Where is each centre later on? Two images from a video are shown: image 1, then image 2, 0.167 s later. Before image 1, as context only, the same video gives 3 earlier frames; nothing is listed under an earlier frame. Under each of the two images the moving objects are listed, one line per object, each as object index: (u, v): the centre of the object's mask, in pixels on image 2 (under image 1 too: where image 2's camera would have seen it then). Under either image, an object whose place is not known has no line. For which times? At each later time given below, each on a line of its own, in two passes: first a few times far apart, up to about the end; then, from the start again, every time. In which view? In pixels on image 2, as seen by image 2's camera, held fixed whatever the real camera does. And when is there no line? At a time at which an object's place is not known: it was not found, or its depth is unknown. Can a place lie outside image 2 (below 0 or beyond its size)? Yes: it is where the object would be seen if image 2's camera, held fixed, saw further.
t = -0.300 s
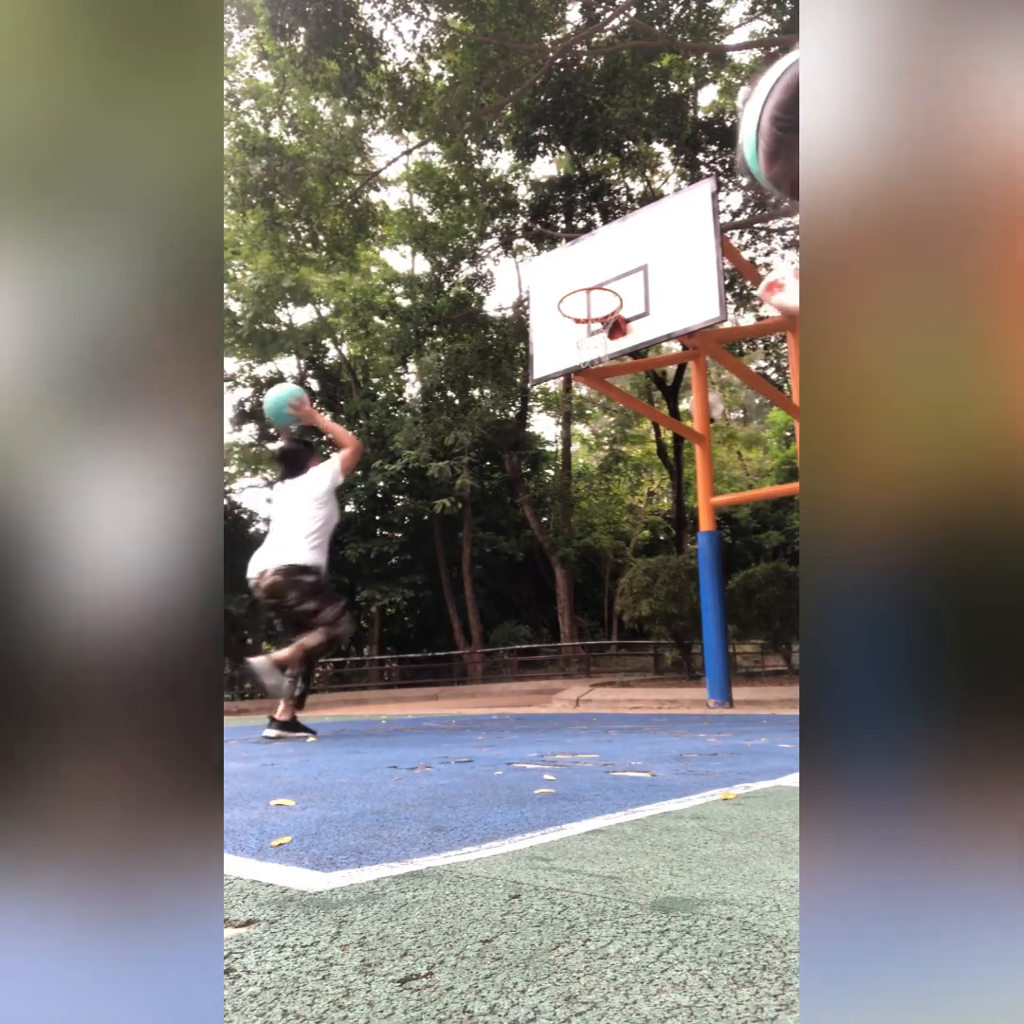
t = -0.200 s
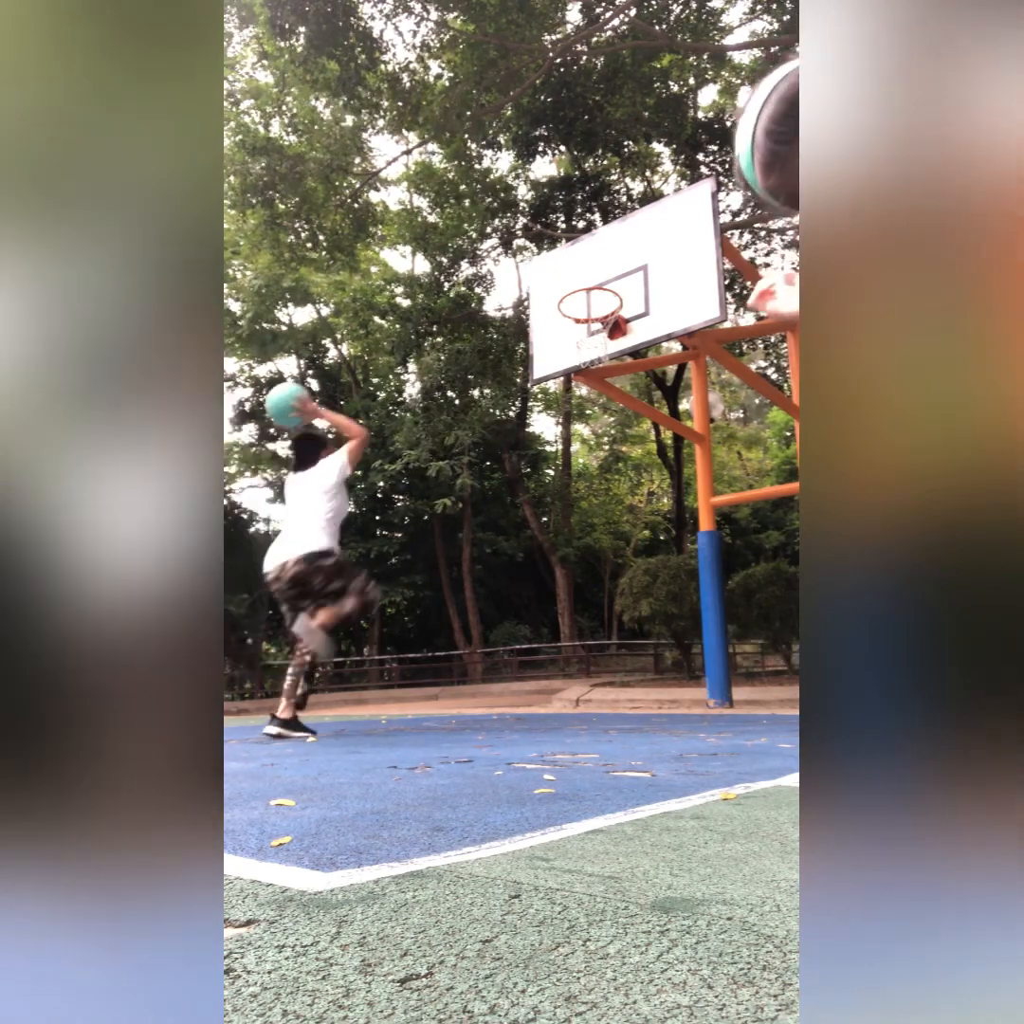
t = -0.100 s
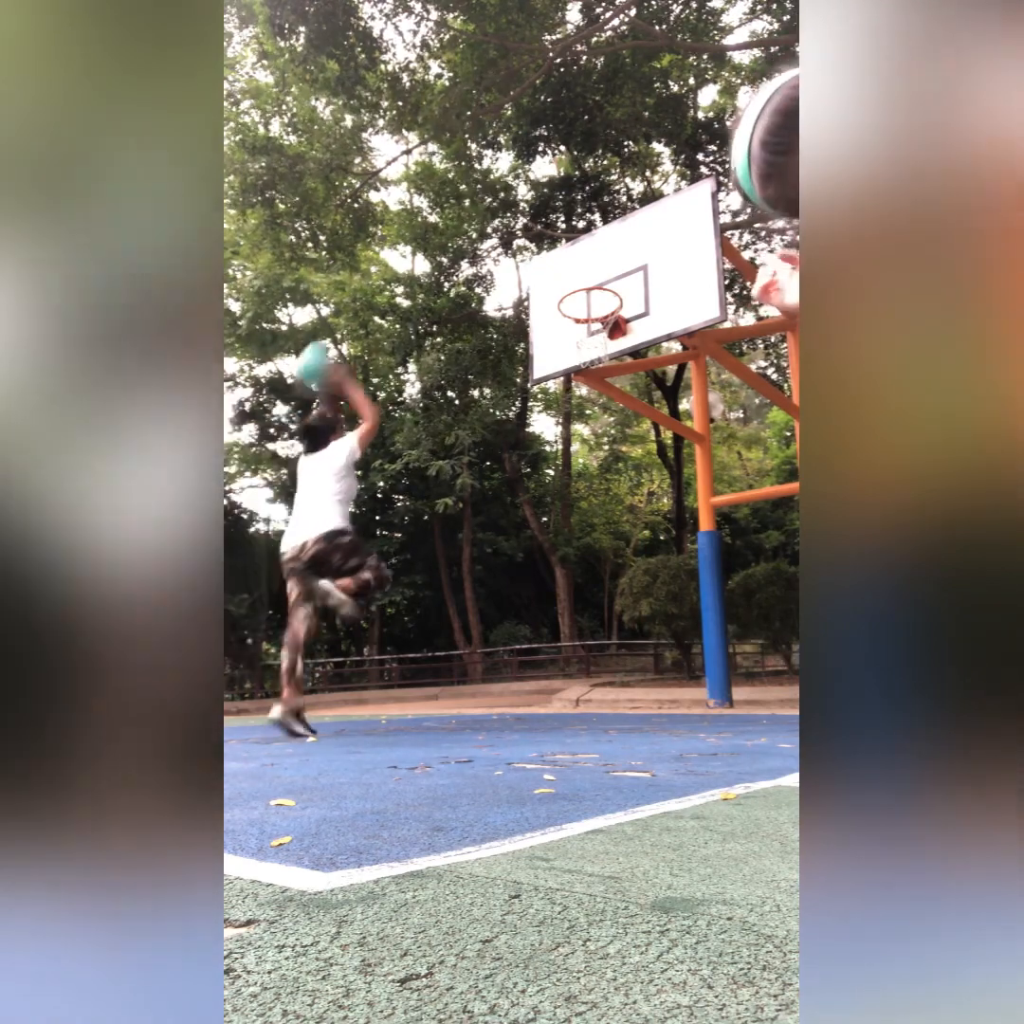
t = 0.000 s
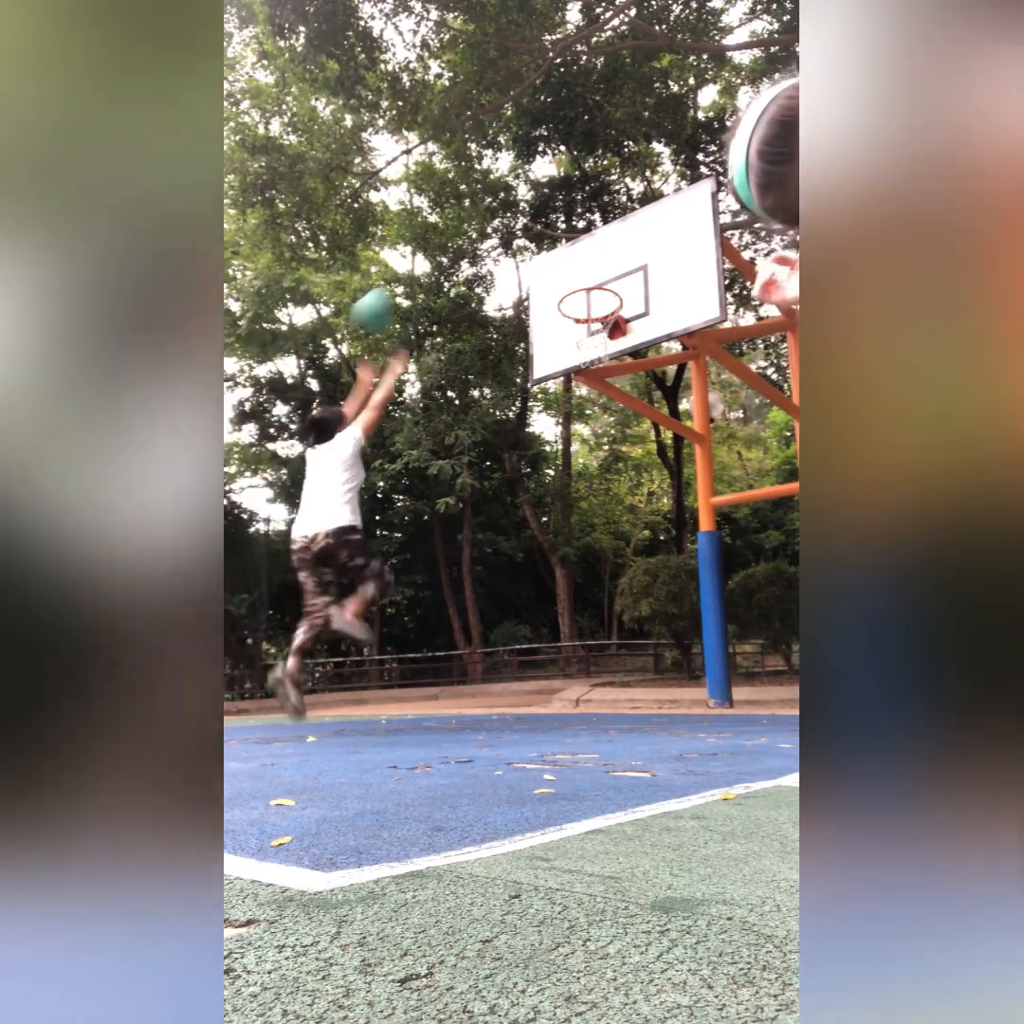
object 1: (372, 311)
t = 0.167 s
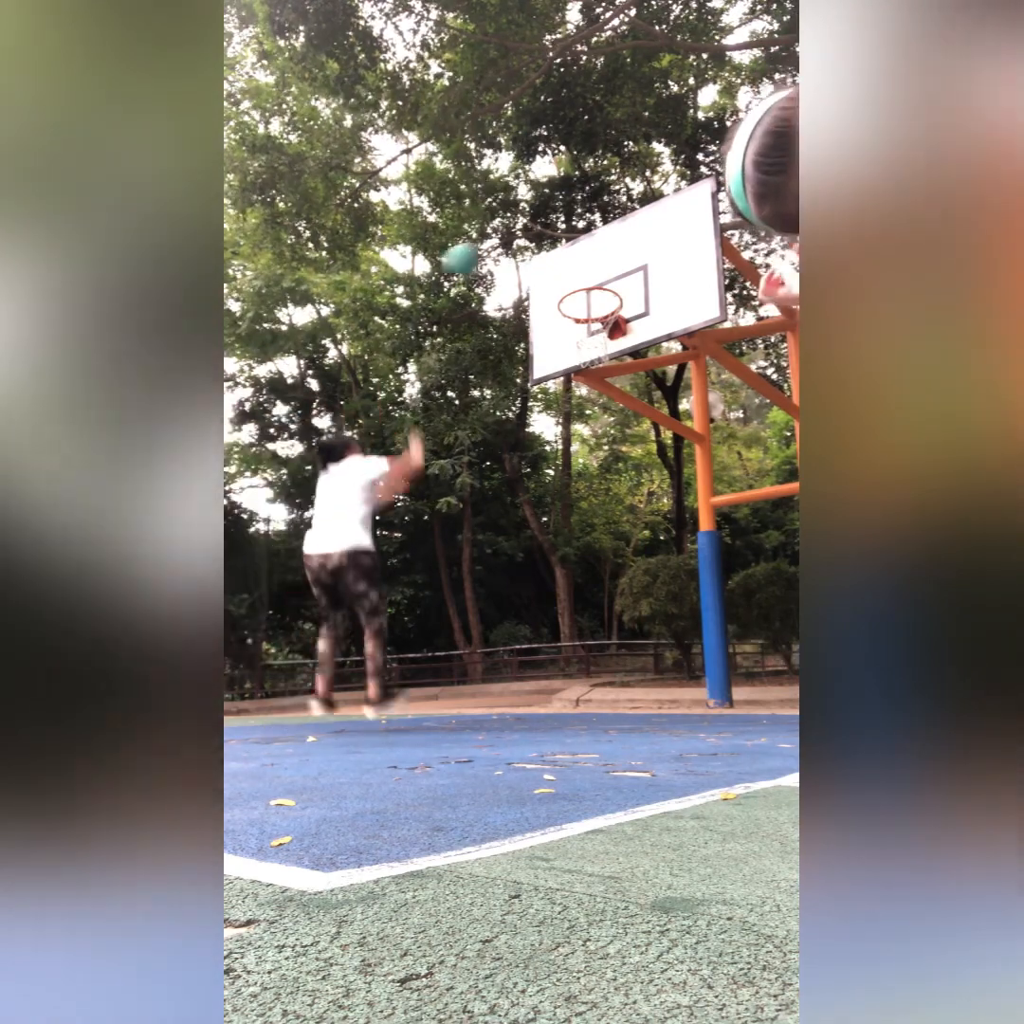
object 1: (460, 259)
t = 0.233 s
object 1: (487, 254)
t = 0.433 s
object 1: (565, 266)
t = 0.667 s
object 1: (577, 290)
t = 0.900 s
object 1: (597, 273)
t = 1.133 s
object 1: (612, 266)
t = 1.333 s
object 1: (620, 301)
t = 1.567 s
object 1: (631, 409)
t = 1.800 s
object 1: (652, 621)
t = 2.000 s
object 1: (658, 579)
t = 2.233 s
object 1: (663, 436)
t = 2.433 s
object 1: (668, 384)
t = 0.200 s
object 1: (474, 256)
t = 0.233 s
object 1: (487, 254)
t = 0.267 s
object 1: (504, 253)
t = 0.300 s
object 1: (516, 252)
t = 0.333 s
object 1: (528, 252)
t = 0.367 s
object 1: (542, 256)
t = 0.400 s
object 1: (553, 259)
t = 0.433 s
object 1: (565, 266)
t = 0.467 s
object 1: (576, 272)
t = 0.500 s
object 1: (587, 277)
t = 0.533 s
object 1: (596, 286)
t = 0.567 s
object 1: (600, 291)
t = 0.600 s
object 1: (592, 289)
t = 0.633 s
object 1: (585, 289)
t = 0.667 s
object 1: (577, 290)
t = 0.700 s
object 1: (571, 290)
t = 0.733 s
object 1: (574, 285)
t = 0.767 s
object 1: (578, 279)
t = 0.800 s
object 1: (583, 276)
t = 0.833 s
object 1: (588, 274)
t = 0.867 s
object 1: (593, 273)
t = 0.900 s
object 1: (597, 273)
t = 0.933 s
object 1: (602, 274)
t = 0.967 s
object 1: (606, 275)
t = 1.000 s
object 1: (607, 271)
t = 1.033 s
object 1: (609, 268)
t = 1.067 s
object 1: (610, 266)
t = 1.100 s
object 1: (611, 266)
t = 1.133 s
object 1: (612, 266)
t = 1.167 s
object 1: (613, 268)
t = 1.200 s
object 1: (615, 272)
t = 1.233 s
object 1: (617, 277)
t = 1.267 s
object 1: (618, 283)
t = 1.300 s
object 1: (618, 290)
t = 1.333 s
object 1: (620, 301)
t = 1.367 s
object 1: (622, 313)
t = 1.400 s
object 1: (622, 324)
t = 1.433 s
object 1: (623, 335)
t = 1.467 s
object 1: (627, 356)
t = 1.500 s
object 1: (628, 371)
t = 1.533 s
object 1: (630, 390)
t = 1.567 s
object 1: (631, 409)
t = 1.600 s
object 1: (634, 432)
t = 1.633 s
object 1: (636, 460)
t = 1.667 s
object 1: (638, 488)
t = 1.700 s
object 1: (642, 519)
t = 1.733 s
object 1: (646, 550)
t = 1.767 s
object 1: (649, 586)
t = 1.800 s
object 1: (652, 621)
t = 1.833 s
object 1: (655, 659)
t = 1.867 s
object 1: (658, 694)
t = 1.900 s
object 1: (658, 668)
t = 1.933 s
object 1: (658, 638)
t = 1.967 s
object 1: (658, 607)
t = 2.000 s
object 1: (658, 579)
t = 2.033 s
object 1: (659, 552)
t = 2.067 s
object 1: (659, 529)
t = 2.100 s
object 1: (659, 507)
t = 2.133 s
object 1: (659, 485)
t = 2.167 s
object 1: (661, 465)
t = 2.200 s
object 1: (662, 451)
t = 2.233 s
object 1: (663, 436)
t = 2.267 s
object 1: (663, 422)
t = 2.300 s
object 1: (663, 410)
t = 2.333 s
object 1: (664, 401)
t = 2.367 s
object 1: (665, 394)
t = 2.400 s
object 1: (666, 388)
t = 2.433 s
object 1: (668, 384)
